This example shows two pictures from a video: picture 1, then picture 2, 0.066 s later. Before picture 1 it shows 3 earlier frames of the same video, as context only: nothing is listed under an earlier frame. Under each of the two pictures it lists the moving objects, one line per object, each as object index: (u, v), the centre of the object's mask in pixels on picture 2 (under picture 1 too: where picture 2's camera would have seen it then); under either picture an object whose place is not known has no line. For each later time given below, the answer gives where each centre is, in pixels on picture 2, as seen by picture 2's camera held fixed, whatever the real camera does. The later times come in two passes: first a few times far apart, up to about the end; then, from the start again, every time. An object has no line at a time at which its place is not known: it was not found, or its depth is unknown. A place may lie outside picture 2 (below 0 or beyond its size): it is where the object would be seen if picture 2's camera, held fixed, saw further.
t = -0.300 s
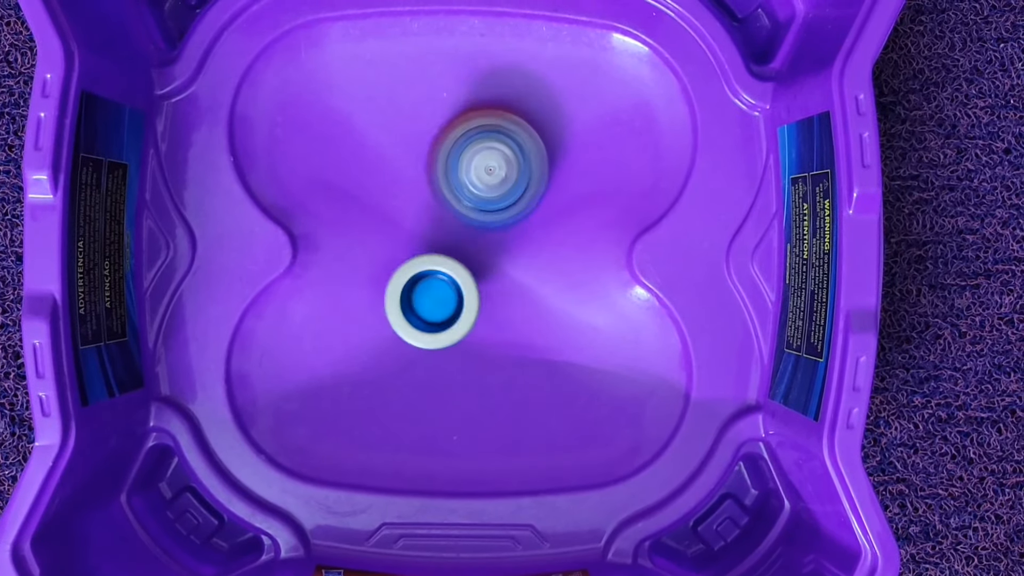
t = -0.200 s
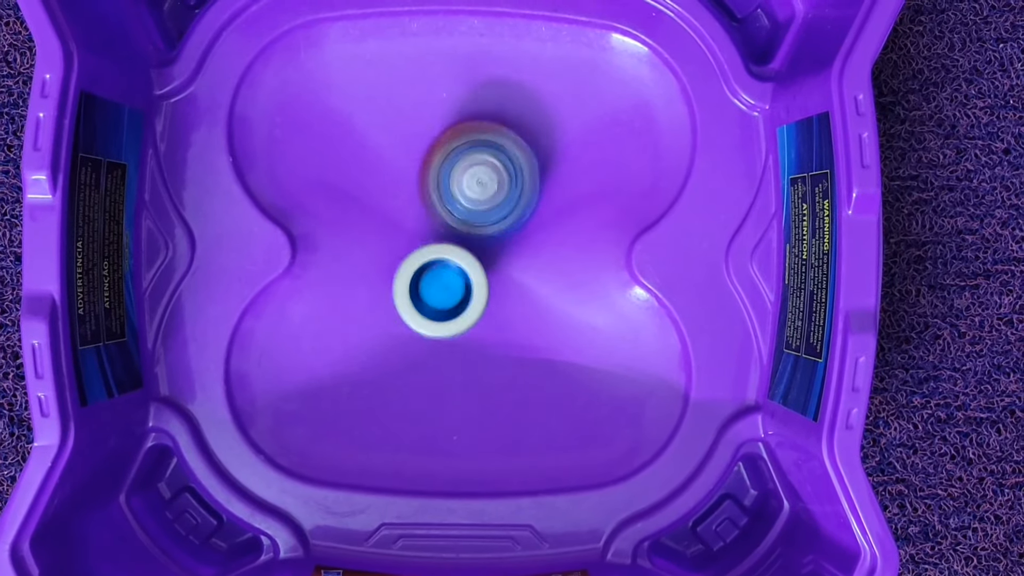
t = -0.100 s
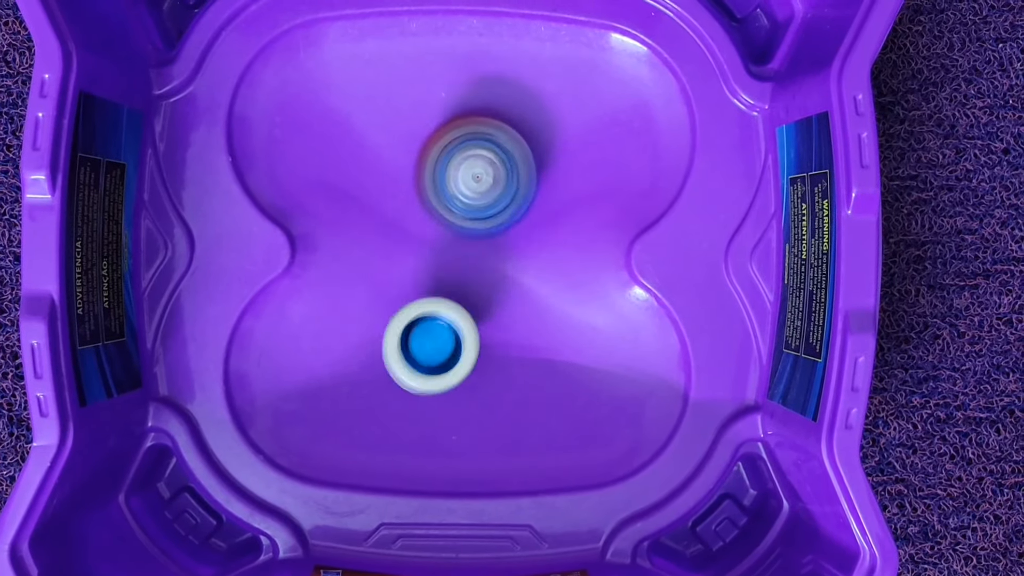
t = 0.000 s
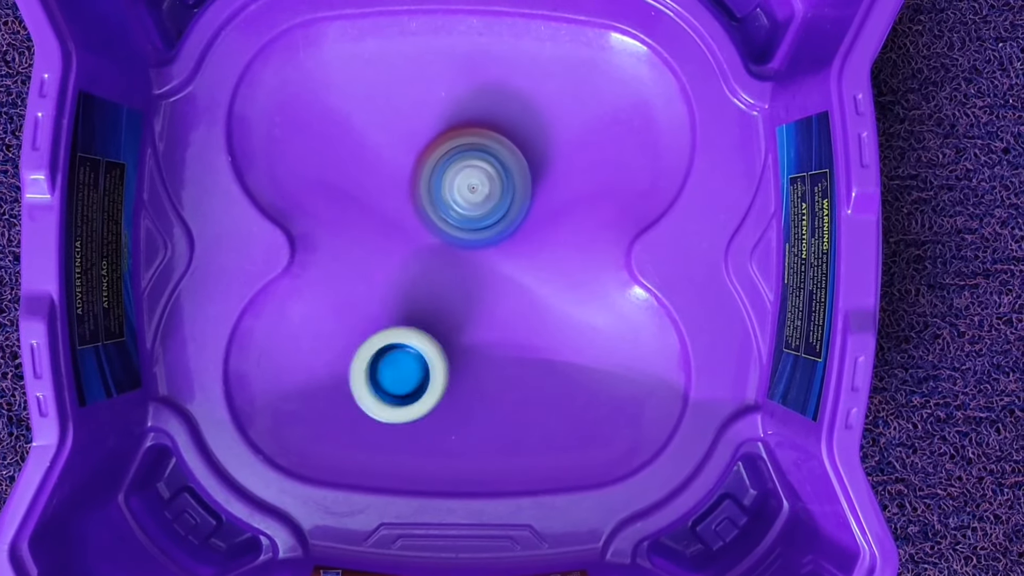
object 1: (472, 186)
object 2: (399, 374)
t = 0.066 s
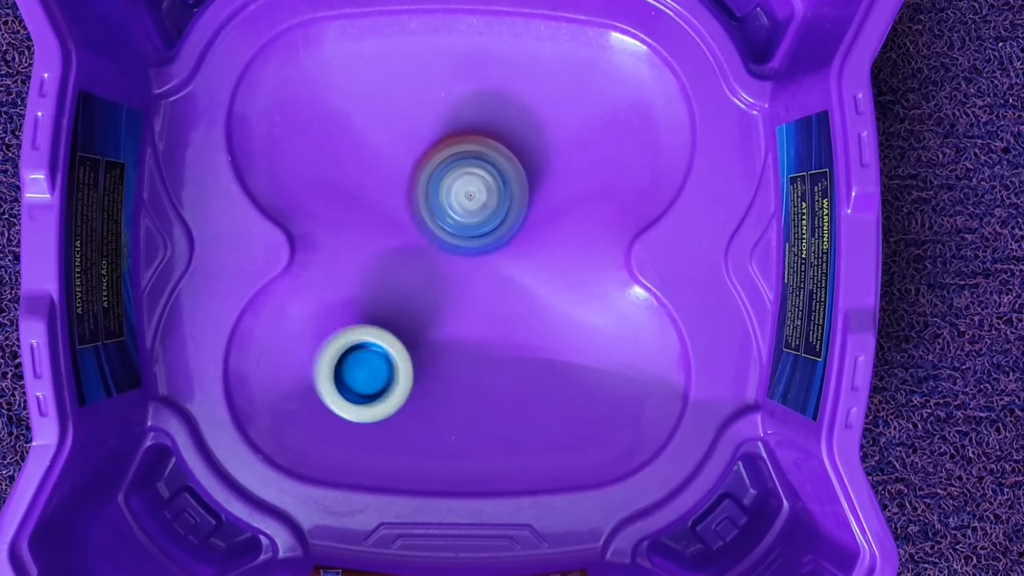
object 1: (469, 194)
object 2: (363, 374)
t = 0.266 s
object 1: (463, 219)
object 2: (351, 340)
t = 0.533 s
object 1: (466, 223)
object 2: (400, 390)
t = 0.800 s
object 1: (482, 227)
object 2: (347, 349)
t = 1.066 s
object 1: (489, 226)
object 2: (431, 333)
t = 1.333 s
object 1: (494, 205)
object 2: (447, 356)
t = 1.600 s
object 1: (495, 189)
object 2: (453, 296)
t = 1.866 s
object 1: (499, 161)
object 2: (492, 339)
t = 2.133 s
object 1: (490, 163)
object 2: (493, 302)
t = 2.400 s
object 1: (474, 179)
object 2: (495, 303)
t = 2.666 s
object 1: (456, 186)
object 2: (493, 337)
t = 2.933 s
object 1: (428, 172)
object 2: (516, 395)
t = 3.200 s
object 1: (412, 180)
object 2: (465, 372)
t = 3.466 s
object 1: (401, 198)
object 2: (487, 268)
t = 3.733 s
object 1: (396, 203)
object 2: (577, 298)
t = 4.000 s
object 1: (419, 211)
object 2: (538, 377)
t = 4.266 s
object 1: (401, 151)
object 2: (497, 369)
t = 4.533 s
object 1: (403, 129)
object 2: (436, 338)
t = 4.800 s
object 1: (400, 136)
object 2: (418, 302)
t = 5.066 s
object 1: (408, 171)
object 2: (464, 293)
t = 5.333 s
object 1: (407, 175)
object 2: (510, 289)
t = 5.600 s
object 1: (423, 184)
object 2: (492, 306)
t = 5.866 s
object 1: (441, 189)
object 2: (485, 294)
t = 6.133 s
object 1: (442, 169)
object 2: (514, 335)
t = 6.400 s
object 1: (440, 171)
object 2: (499, 313)
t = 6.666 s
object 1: (442, 187)
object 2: (489, 292)
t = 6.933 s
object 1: (441, 197)
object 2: (500, 307)
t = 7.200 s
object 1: (435, 194)
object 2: (520, 344)
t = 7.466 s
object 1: (429, 196)
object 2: (512, 334)
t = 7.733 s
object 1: (430, 205)
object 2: (502, 308)
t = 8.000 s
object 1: (431, 203)
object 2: (512, 309)
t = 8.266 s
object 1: (434, 200)
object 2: (497, 306)
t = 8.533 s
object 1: (426, 202)
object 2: (496, 319)
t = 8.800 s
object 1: (423, 202)
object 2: (475, 303)
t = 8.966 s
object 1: (405, 193)
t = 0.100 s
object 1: (468, 198)
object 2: (347, 367)
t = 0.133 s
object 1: (467, 202)
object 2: (336, 360)
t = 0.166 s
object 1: (466, 206)
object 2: (330, 353)
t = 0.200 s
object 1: (465, 211)
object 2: (330, 348)
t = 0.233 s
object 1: (464, 215)
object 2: (338, 344)
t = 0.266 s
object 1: (463, 219)
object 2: (351, 340)
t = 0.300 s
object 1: (462, 224)
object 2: (367, 338)
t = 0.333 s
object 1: (461, 228)
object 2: (383, 334)
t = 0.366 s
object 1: (460, 232)
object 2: (399, 330)
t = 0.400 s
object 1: (461, 225)
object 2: (406, 344)
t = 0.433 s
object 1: (462, 222)
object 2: (409, 359)
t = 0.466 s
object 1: (464, 222)
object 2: (408, 373)
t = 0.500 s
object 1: (465, 223)
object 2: (405, 382)
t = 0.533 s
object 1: (466, 223)
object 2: (400, 390)
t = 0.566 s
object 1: (469, 223)
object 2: (395, 393)
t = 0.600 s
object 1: (471, 223)
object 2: (389, 394)
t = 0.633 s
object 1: (473, 224)
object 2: (381, 392)
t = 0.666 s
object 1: (474, 225)
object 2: (373, 386)
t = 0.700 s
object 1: (477, 225)
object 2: (364, 378)
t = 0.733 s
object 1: (478, 226)
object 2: (356, 367)
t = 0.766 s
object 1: (480, 227)
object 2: (350, 357)
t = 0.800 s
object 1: (482, 227)
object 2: (347, 349)
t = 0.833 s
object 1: (482, 228)
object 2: (350, 343)
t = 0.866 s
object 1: (484, 229)
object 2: (360, 338)
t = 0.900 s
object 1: (484, 229)
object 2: (374, 333)
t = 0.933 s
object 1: (485, 229)
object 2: (388, 330)
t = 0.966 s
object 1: (486, 230)
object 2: (402, 329)
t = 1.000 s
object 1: (487, 230)
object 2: (415, 328)
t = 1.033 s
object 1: (487, 230)
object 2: (424, 327)
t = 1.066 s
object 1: (489, 226)
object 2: (431, 333)
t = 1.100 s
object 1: (490, 220)
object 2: (435, 350)
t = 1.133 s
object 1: (492, 218)
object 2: (440, 365)
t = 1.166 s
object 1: (493, 215)
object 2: (446, 373)
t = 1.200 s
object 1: (494, 214)
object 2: (451, 376)
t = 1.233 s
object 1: (494, 213)
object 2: (455, 374)
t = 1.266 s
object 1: (495, 211)
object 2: (455, 368)
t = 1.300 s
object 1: (495, 208)
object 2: (452, 362)
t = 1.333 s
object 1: (494, 205)
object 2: (447, 356)
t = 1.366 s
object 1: (494, 202)
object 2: (442, 351)
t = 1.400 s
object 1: (494, 200)
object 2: (437, 346)
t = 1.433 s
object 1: (495, 197)
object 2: (433, 341)
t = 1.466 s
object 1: (495, 194)
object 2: (430, 338)
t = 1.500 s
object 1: (495, 192)
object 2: (433, 333)
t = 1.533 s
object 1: (495, 191)
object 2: (438, 323)
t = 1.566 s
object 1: (495, 190)
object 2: (444, 309)
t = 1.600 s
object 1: (495, 189)
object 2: (453, 296)
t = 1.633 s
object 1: (495, 177)
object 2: (461, 300)
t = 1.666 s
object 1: (496, 171)
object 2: (465, 309)
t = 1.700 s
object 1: (498, 169)
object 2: (468, 319)
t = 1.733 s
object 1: (499, 166)
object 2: (472, 327)
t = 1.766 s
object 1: (499, 165)
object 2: (478, 335)
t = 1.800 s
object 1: (499, 164)
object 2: (483, 339)
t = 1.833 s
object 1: (499, 163)
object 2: (488, 341)
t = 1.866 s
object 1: (499, 161)
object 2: (492, 339)
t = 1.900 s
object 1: (498, 160)
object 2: (495, 335)
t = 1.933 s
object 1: (498, 158)
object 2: (498, 329)
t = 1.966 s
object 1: (498, 158)
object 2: (500, 322)
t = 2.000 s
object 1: (497, 158)
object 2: (502, 316)
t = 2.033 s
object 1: (495, 160)
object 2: (502, 312)
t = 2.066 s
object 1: (493, 161)
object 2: (500, 307)
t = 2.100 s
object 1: (492, 163)
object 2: (497, 305)
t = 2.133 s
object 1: (490, 163)
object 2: (493, 302)
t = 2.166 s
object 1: (489, 165)
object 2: (489, 302)
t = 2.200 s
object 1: (488, 167)
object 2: (484, 303)
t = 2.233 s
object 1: (487, 171)
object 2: (482, 306)
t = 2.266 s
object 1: (485, 173)
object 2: (481, 310)
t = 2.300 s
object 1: (483, 177)
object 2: (484, 310)
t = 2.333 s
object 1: (482, 180)
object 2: (486, 305)
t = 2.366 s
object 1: (480, 182)
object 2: (488, 296)
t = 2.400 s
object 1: (474, 179)
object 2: (495, 303)
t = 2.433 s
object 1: (470, 175)
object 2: (503, 317)
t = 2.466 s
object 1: (468, 176)
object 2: (505, 332)
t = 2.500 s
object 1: (465, 176)
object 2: (504, 343)
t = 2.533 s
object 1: (464, 176)
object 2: (503, 350)
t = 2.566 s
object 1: (462, 178)
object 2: (501, 352)
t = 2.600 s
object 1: (460, 181)
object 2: (499, 350)
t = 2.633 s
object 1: (459, 182)
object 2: (496, 345)
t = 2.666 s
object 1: (456, 186)
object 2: (493, 337)
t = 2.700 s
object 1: (455, 187)
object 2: (489, 329)
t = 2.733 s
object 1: (453, 190)
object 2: (485, 321)
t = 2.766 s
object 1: (452, 193)
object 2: (482, 314)
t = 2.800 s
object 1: (450, 196)
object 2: (478, 307)
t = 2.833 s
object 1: (438, 184)
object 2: (487, 332)
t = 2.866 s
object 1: (430, 173)
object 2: (499, 358)
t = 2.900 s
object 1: (430, 172)
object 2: (509, 380)
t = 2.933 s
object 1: (428, 172)
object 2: (516, 395)
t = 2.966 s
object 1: (424, 172)
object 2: (519, 403)
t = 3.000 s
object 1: (422, 170)
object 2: (517, 406)
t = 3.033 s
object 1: (421, 171)
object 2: (512, 407)
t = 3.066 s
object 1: (419, 173)
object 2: (504, 405)
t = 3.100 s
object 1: (416, 175)
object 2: (493, 401)
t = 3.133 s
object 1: (414, 174)
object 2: (482, 393)
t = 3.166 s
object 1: (414, 178)
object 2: (472, 383)
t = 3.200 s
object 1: (412, 180)
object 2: (465, 372)
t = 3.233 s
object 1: (409, 183)
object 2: (458, 361)
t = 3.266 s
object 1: (408, 183)
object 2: (452, 351)
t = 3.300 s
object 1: (407, 186)
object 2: (449, 343)
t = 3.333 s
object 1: (404, 189)
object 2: (449, 332)
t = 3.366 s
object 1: (403, 191)
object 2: (454, 319)
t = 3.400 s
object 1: (402, 191)
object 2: (461, 303)
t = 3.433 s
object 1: (402, 195)
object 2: (474, 285)
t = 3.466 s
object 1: (401, 198)
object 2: (487, 268)
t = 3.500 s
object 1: (397, 197)
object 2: (509, 256)
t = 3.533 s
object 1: (397, 199)
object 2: (531, 251)
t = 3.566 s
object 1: (395, 199)
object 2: (549, 251)
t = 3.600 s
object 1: (394, 201)
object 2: (563, 254)
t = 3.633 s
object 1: (395, 200)
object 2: (571, 261)
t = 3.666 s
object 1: (395, 202)
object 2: (576, 271)
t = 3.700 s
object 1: (395, 204)
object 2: (577, 283)
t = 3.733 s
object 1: (396, 203)
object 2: (577, 298)
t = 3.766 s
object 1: (398, 205)
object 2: (574, 315)
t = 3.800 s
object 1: (401, 206)
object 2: (570, 334)
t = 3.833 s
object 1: (402, 207)
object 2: (566, 353)
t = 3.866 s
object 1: (406, 207)
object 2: (562, 369)
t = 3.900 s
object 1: (408, 209)
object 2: (558, 380)
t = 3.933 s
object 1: (411, 210)
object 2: (554, 385)
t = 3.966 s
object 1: (415, 209)
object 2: (548, 384)
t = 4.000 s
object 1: (419, 211)
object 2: (538, 377)
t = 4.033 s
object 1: (423, 212)
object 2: (525, 364)
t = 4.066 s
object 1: (426, 211)
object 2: (510, 348)
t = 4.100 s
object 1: (430, 212)
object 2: (491, 329)
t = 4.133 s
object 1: (430, 206)
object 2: (477, 318)
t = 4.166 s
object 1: (413, 179)
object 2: (483, 339)
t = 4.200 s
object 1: (404, 162)
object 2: (490, 355)
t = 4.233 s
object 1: (400, 155)
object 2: (494, 365)
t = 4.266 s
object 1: (401, 151)
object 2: (497, 369)
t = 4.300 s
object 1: (403, 145)
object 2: (497, 365)
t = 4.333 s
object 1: (402, 142)
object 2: (492, 360)
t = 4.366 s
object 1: (402, 137)
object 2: (485, 355)
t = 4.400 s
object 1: (404, 136)
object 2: (475, 351)
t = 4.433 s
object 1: (403, 134)
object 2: (464, 349)
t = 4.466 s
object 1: (404, 130)
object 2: (453, 346)
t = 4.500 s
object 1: (404, 130)
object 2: (443, 343)
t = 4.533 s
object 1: (403, 129)
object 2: (436, 338)
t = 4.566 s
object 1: (404, 127)
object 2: (430, 333)
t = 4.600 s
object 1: (403, 127)
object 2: (426, 328)
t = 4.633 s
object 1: (401, 126)
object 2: (423, 322)
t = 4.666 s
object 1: (403, 128)
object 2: (419, 317)
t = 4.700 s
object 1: (401, 129)
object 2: (418, 311)
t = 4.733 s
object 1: (401, 129)
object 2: (417, 307)
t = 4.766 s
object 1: (401, 134)
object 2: (417, 304)
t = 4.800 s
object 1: (400, 136)
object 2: (418, 302)
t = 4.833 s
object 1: (401, 138)
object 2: (420, 302)
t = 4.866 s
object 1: (400, 143)
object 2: (424, 303)
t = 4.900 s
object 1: (401, 147)
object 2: (429, 304)
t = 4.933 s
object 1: (402, 152)
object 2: (434, 306)
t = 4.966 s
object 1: (403, 156)
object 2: (441, 306)
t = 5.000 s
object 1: (404, 160)
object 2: (448, 305)
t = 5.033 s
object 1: (407, 166)
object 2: (457, 302)
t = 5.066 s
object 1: (408, 171)
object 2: (464, 293)
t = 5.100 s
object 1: (410, 174)
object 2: (467, 281)
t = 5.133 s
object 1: (407, 174)
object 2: (472, 274)
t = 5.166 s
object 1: (399, 167)
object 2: (486, 278)
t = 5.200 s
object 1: (399, 172)
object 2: (496, 281)
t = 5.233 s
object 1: (402, 173)
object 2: (504, 283)
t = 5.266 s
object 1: (404, 171)
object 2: (509, 284)
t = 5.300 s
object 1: (404, 175)
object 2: (510, 286)
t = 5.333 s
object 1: (407, 175)
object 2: (510, 289)
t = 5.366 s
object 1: (407, 176)
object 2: (508, 291)
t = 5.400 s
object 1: (409, 178)
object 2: (505, 294)
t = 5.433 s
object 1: (412, 178)
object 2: (503, 297)
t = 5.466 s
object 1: (412, 179)
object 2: (500, 299)
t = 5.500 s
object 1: (415, 180)
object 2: (497, 302)
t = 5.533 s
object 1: (417, 181)
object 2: (495, 304)
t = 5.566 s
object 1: (419, 183)
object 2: (494, 305)
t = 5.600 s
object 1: (423, 184)
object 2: (492, 306)
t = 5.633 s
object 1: (425, 183)
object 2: (492, 307)
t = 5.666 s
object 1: (426, 185)
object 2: (492, 306)
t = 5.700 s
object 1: (430, 186)
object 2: (491, 305)
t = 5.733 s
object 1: (432, 186)
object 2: (490, 304)
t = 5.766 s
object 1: (435, 188)
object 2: (489, 301)
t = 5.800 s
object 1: (438, 188)
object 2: (488, 299)
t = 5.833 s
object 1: (440, 187)
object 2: (487, 297)
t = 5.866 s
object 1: (441, 189)
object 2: (485, 294)
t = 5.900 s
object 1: (438, 181)
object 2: (493, 303)
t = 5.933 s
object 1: (437, 179)
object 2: (502, 315)
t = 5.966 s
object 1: (438, 178)
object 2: (509, 325)
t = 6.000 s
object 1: (442, 175)
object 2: (513, 331)
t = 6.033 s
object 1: (440, 174)
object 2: (514, 335)
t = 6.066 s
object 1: (442, 174)
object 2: (515, 337)
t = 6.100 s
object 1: (442, 173)
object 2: (515, 337)
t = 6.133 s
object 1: (442, 169)
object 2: (514, 335)
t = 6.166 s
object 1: (442, 170)
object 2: (512, 334)
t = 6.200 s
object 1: (443, 167)
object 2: (510, 332)
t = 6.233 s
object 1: (442, 168)
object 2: (508, 329)
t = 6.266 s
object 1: (441, 168)
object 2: (506, 325)
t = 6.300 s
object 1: (443, 169)
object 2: (503, 321)
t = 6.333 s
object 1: (440, 168)
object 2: (501, 319)
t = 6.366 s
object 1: (441, 171)
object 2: (500, 316)
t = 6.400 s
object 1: (440, 171)
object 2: (499, 313)
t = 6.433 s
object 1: (440, 171)
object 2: (497, 310)
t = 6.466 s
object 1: (439, 175)
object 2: (496, 308)
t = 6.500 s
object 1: (440, 174)
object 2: (495, 306)
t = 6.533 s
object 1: (439, 176)
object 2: (494, 303)
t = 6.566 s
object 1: (439, 179)
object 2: (493, 300)
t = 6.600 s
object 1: (441, 181)
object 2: (491, 298)
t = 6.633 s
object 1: (440, 183)
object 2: (491, 295)
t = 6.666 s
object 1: (442, 187)
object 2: (489, 292)
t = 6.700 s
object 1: (439, 186)
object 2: (490, 294)
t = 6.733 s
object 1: (438, 189)
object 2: (495, 301)
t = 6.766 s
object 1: (440, 193)
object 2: (499, 304)
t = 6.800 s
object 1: (441, 190)
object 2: (501, 306)
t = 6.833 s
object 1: (438, 194)
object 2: (501, 306)
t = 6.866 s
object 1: (442, 196)
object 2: (501, 306)
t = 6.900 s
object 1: (442, 196)
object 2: (500, 307)
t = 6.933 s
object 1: (441, 197)
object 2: (500, 307)
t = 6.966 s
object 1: (443, 201)
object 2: (499, 306)
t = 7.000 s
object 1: (444, 199)
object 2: (497, 305)
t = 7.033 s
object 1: (443, 202)
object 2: (495, 305)
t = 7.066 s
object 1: (444, 203)
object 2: (495, 306)
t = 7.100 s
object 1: (435, 198)
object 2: (505, 320)
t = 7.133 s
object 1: (432, 197)
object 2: (513, 331)
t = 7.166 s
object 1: (435, 199)
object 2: (518, 339)
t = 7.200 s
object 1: (435, 194)
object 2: (520, 344)
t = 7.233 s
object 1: (433, 195)
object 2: (521, 347)
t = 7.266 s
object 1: (433, 195)
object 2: (522, 348)
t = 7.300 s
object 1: (434, 195)
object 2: (521, 347)
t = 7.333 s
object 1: (432, 193)
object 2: (520, 345)
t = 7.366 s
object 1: (431, 196)
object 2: (517, 342)
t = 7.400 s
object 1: (432, 195)
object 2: (515, 340)
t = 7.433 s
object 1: (430, 195)
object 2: (513, 337)
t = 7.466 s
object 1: (429, 196)
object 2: (512, 334)
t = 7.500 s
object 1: (429, 199)
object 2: (510, 330)
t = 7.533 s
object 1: (430, 198)
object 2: (509, 326)
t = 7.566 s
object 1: (428, 199)
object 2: (508, 323)
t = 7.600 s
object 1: (428, 201)
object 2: (507, 319)
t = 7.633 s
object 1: (429, 201)
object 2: (505, 317)
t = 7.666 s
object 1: (429, 202)
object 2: (505, 314)
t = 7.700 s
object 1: (428, 203)
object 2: (504, 311)
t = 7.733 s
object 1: (430, 205)
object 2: (502, 308)
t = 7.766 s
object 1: (431, 204)
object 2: (500, 306)
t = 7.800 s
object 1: (430, 206)
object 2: (499, 304)
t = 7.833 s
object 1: (431, 208)
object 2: (496, 301)
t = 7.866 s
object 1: (432, 208)
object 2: (497, 301)
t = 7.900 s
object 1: (427, 204)
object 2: (504, 306)
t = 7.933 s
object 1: (427, 206)
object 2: (509, 309)
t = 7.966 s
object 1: (431, 205)
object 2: (512, 310)
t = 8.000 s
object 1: (431, 203)
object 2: (512, 309)
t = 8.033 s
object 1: (430, 203)
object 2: (512, 309)
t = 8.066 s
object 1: (431, 205)
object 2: (511, 310)
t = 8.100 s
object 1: (434, 204)
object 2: (510, 309)
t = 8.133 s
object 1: (433, 200)
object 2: (508, 309)
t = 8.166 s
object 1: (431, 203)
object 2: (506, 309)
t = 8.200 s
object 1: (434, 204)
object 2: (504, 308)
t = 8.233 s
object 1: (437, 203)
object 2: (501, 307)
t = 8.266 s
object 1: (434, 200)
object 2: (497, 306)
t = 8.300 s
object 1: (433, 203)
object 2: (493, 305)
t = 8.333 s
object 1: (437, 205)
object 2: (489, 305)
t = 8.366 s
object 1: (431, 199)
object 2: (492, 312)
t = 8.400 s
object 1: (427, 202)
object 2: (496, 318)
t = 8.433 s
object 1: (428, 204)
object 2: (498, 321)
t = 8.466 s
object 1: (430, 201)
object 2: (498, 321)
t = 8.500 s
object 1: (427, 198)
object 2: (497, 321)
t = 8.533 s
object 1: (426, 202)
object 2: (496, 319)
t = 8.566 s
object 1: (428, 202)
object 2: (493, 318)
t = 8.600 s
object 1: (426, 200)
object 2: (491, 315)
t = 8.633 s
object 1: (426, 199)
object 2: (487, 314)
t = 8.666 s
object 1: (423, 201)
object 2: (485, 312)
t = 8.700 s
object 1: (425, 202)
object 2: (482, 310)
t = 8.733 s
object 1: (425, 200)
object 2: (479, 307)
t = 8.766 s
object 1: (423, 201)
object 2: (477, 305)
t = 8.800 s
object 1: (423, 202)
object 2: (475, 303)
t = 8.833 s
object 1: (412, 196)
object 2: (484, 313)
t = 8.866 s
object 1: (405, 196)
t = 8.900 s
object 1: (405, 198)
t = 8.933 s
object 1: (407, 198)
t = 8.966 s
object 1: (405, 193)
